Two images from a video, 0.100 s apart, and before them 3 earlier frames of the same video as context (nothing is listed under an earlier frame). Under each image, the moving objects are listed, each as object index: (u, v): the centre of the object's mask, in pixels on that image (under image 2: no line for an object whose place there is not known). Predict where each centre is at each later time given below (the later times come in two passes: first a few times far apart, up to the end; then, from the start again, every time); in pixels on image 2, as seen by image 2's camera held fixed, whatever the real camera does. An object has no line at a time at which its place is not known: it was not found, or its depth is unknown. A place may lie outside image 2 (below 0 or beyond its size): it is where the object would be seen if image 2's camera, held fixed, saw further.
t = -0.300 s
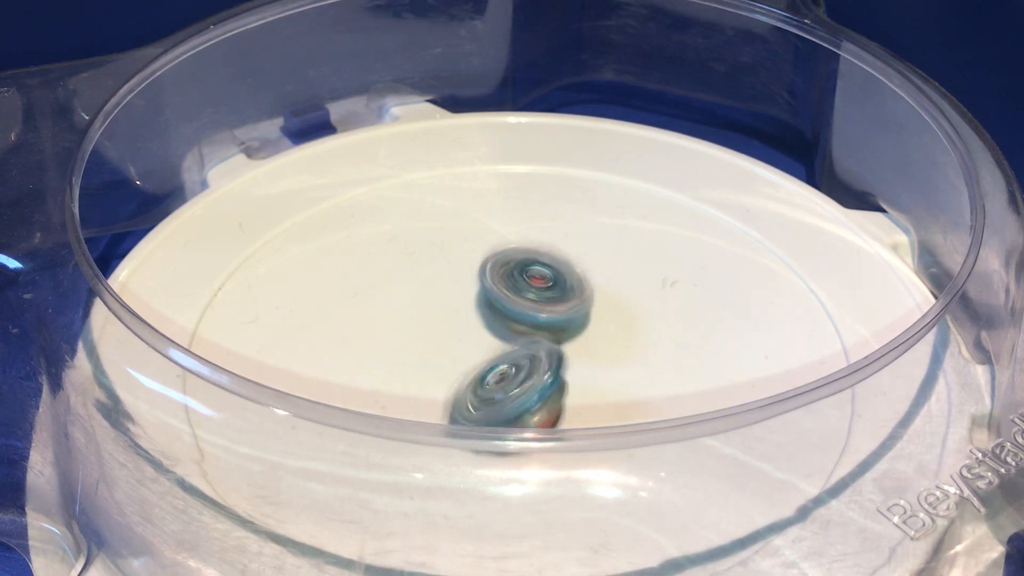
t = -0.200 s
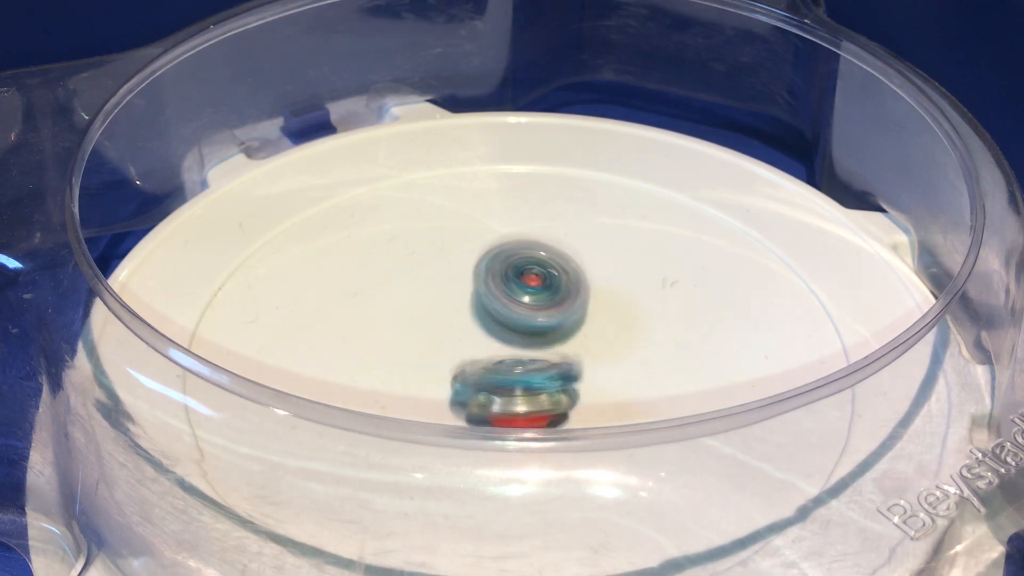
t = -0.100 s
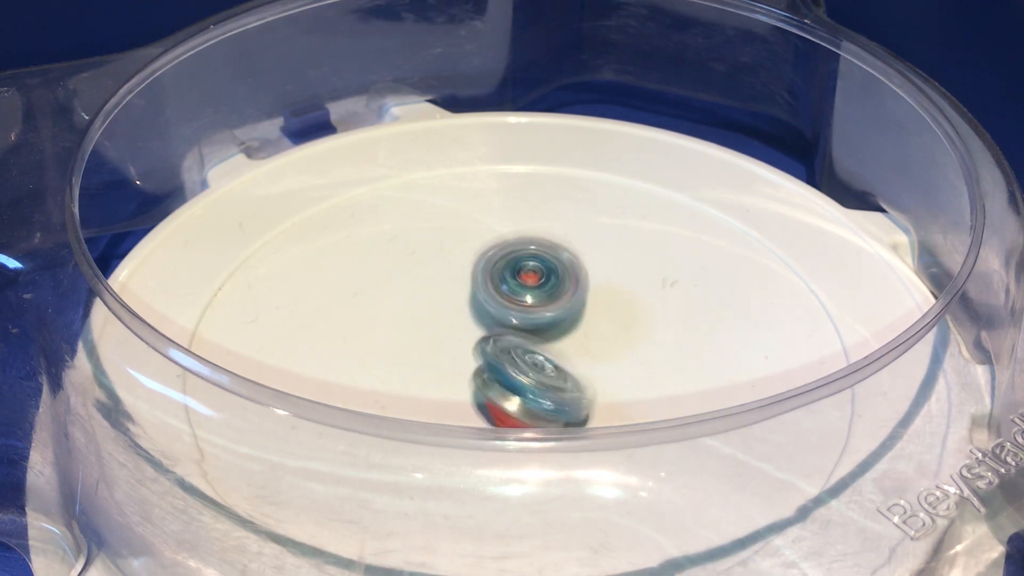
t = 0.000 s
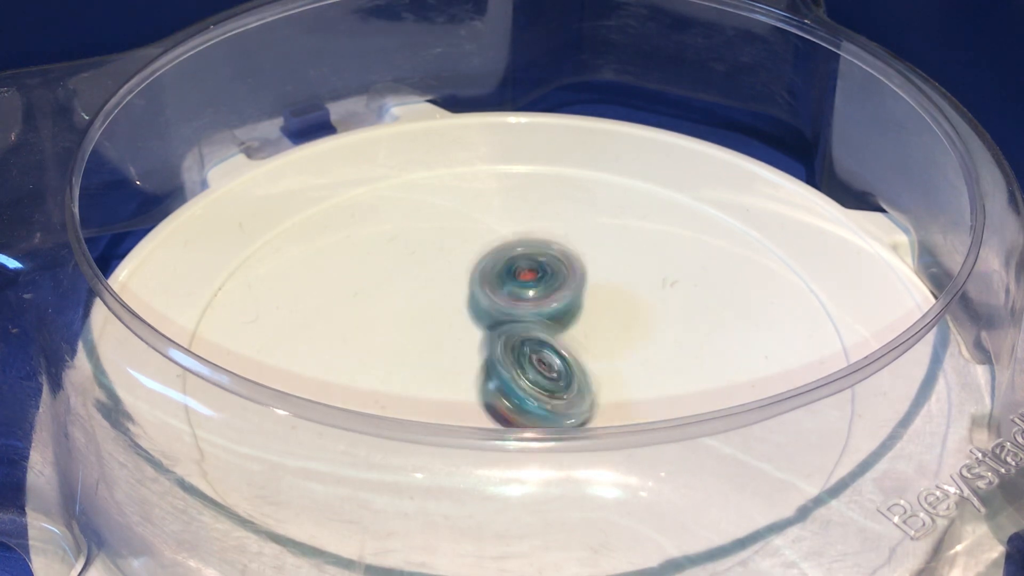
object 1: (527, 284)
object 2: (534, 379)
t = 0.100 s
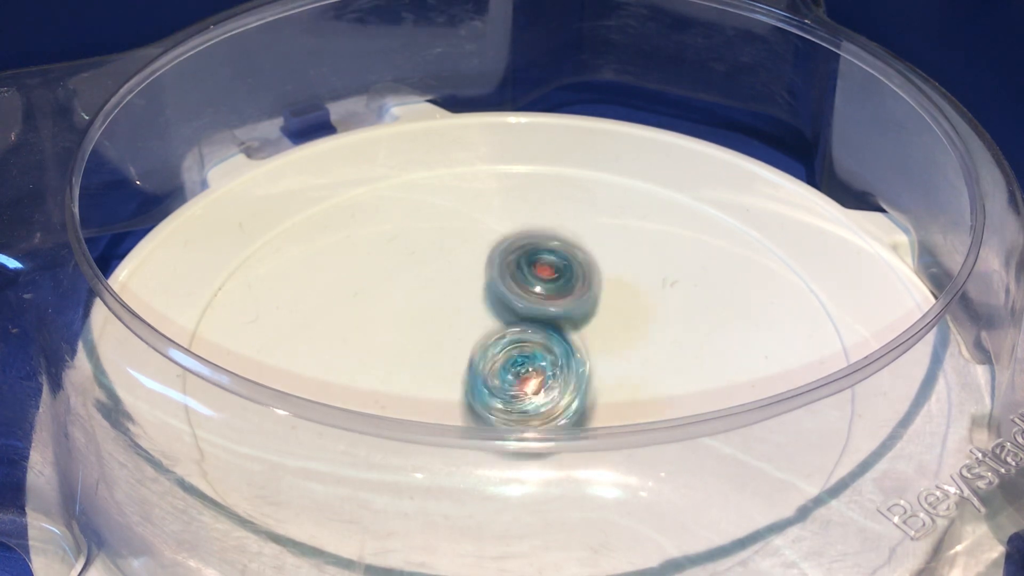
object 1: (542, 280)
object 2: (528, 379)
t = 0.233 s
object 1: (537, 287)
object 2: (507, 390)
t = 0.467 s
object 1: (528, 297)
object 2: (508, 383)
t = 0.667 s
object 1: (528, 293)
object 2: (479, 365)
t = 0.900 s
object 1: (551, 306)
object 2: (444, 370)
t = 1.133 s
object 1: (551, 337)
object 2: (444, 372)
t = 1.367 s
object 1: (556, 381)
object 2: (441, 371)
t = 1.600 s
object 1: (581, 402)
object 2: (452, 360)
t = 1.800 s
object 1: (581, 403)
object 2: (487, 356)
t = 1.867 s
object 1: (581, 404)
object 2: (489, 356)
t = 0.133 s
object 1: (547, 280)
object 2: (518, 382)
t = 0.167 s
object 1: (547, 285)
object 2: (513, 385)
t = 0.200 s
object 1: (541, 287)
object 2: (510, 388)
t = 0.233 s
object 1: (537, 287)
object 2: (507, 390)
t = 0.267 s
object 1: (536, 288)
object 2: (504, 393)
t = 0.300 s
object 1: (537, 288)
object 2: (505, 392)
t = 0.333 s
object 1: (537, 291)
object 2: (507, 392)
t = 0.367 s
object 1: (535, 294)
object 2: (506, 391)
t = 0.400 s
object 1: (530, 296)
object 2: (510, 389)
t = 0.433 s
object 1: (527, 297)
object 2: (511, 387)
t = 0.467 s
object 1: (528, 297)
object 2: (508, 383)
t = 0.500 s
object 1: (531, 295)
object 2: (506, 379)
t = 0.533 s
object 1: (532, 295)
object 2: (504, 376)
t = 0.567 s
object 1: (530, 295)
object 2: (501, 373)
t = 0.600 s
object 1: (527, 294)
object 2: (497, 367)
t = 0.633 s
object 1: (526, 293)
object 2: (488, 367)
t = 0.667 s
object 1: (528, 293)
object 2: (479, 365)
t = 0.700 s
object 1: (535, 293)
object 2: (467, 365)
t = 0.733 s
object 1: (543, 296)
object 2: (452, 366)
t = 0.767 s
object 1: (547, 297)
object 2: (447, 365)
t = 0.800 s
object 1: (548, 296)
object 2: (446, 366)
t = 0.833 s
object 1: (550, 300)
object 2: (444, 369)
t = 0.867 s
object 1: (551, 302)
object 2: (443, 370)
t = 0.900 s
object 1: (551, 306)
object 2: (444, 370)
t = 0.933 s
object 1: (550, 309)
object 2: (444, 371)
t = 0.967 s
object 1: (550, 311)
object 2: (444, 371)
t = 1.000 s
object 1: (549, 315)
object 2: (444, 371)
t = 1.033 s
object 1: (549, 320)
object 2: (444, 372)
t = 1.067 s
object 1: (551, 325)
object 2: (444, 372)
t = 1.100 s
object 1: (552, 330)
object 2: (444, 372)
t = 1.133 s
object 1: (551, 337)
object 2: (444, 372)
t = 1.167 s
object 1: (551, 344)
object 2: (444, 372)
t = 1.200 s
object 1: (551, 351)
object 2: (444, 372)
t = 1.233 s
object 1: (550, 358)
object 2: (444, 372)
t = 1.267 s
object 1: (548, 364)
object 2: (444, 372)
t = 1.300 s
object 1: (549, 371)
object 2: (442, 372)
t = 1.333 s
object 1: (553, 376)
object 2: (441, 371)
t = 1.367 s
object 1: (556, 381)
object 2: (441, 371)
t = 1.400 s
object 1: (561, 384)
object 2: (441, 370)
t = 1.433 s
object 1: (565, 386)
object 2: (441, 369)
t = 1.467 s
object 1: (570, 387)
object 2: (443, 366)
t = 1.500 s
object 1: (574, 388)
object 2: (444, 366)
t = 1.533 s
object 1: (577, 389)
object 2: (446, 363)
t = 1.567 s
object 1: (579, 402)
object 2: (448, 363)
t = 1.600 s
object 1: (581, 402)
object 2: (452, 360)
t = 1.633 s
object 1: (581, 403)
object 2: (457, 359)
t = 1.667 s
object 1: (580, 402)
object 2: (464, 356)
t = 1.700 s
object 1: (580, 402)
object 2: (471, 355)
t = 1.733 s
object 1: (580, 402)
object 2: (479, 354)
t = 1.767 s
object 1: (580, 402)
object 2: (485, 355)
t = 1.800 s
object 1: (581, 403)
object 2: (487, 356)
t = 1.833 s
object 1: (582, 404)
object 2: (489, 356)
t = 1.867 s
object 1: (581, 404)
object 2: (489, 356)
